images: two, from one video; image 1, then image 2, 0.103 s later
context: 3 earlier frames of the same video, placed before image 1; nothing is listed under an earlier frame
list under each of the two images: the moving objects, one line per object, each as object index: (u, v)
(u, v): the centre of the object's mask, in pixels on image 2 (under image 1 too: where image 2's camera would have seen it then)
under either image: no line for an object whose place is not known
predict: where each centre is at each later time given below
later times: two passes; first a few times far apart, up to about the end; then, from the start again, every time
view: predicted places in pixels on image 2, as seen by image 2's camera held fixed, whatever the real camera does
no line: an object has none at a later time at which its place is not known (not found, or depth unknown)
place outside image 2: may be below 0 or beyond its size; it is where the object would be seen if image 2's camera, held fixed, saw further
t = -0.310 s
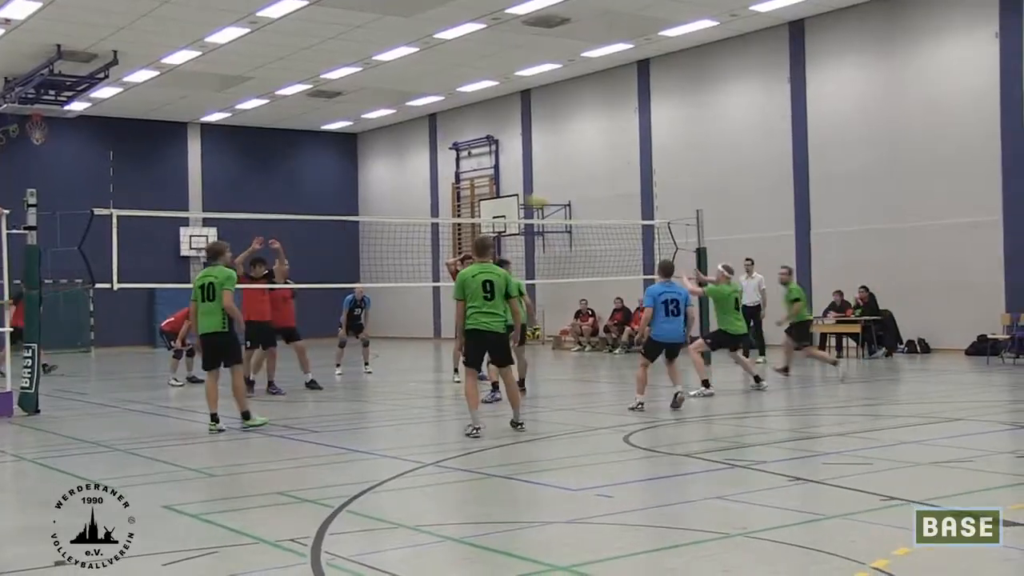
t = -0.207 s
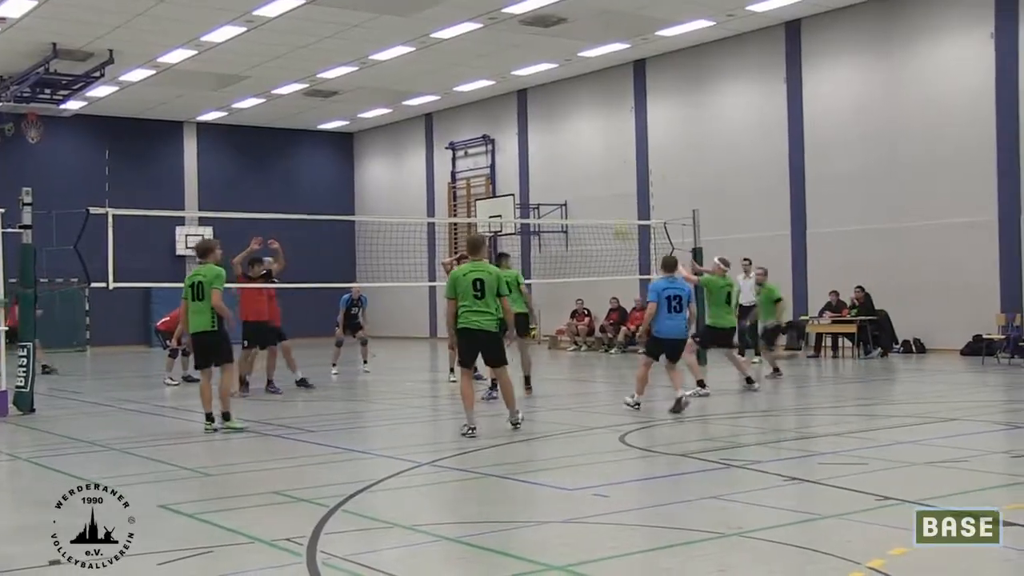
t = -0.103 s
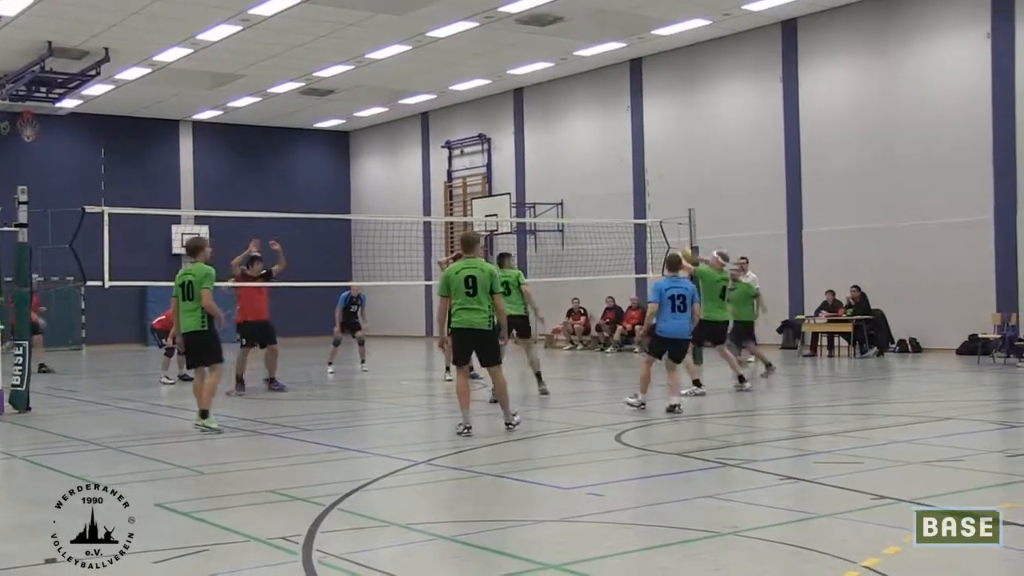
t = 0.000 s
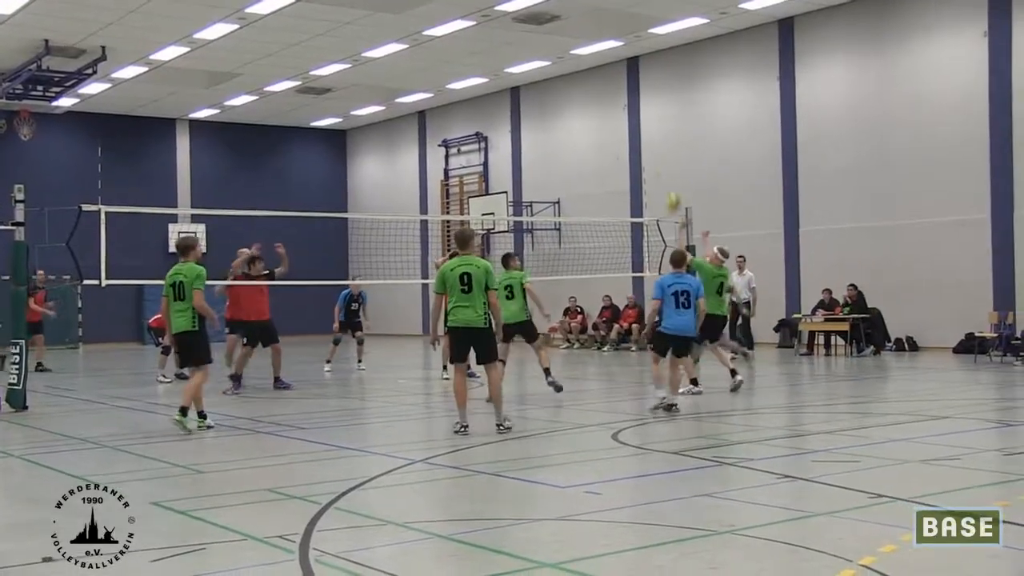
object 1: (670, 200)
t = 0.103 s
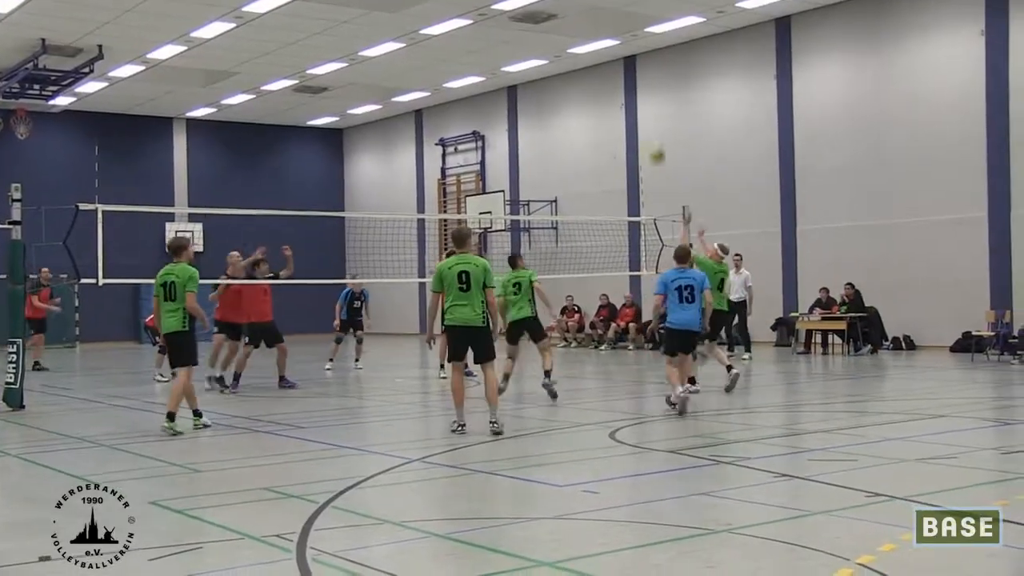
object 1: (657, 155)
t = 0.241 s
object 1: (637, 98)
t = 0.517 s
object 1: (611, 57)
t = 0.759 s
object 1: (591, 62)
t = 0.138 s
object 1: (654, 148)
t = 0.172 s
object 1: (649, 131)
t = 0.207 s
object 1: (642, 111)
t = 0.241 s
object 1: (637, 98)
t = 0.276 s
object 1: (634, 87)
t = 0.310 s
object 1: (632, 83)
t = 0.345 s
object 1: (626, 73)
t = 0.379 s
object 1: (624, 68)
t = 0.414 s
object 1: (622, 66)
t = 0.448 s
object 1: (616, 61)
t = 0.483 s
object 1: (612, 57)
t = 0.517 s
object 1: (611, 57)
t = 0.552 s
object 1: (608, 55)
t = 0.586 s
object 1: (604, 54)
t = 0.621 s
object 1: (602, 55)
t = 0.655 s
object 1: (599, 56)
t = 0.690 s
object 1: (595, 58)
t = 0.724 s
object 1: (594, 58)
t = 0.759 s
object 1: (591, 62)
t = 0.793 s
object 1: (587, 65)
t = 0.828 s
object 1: (586, 68)
